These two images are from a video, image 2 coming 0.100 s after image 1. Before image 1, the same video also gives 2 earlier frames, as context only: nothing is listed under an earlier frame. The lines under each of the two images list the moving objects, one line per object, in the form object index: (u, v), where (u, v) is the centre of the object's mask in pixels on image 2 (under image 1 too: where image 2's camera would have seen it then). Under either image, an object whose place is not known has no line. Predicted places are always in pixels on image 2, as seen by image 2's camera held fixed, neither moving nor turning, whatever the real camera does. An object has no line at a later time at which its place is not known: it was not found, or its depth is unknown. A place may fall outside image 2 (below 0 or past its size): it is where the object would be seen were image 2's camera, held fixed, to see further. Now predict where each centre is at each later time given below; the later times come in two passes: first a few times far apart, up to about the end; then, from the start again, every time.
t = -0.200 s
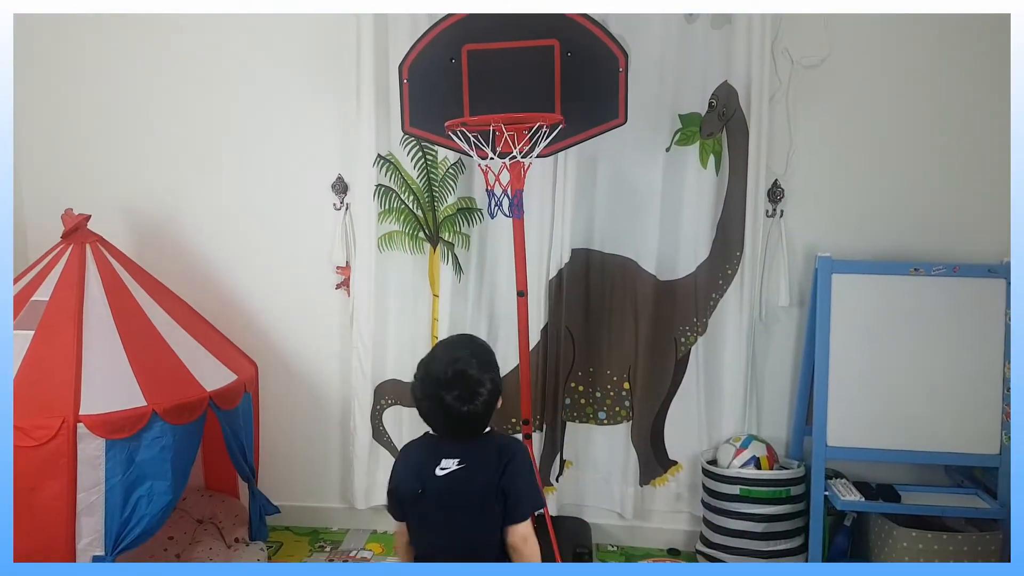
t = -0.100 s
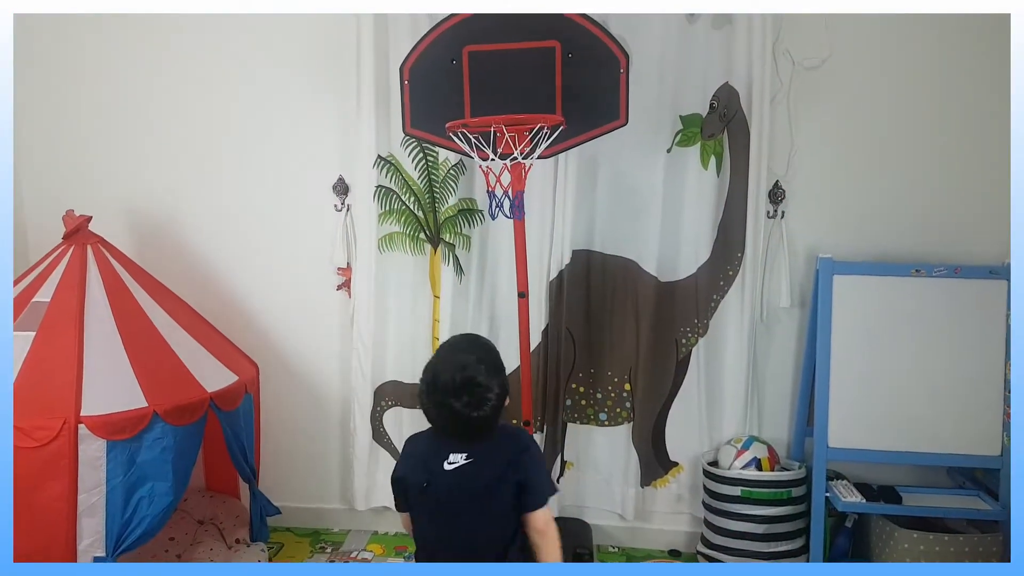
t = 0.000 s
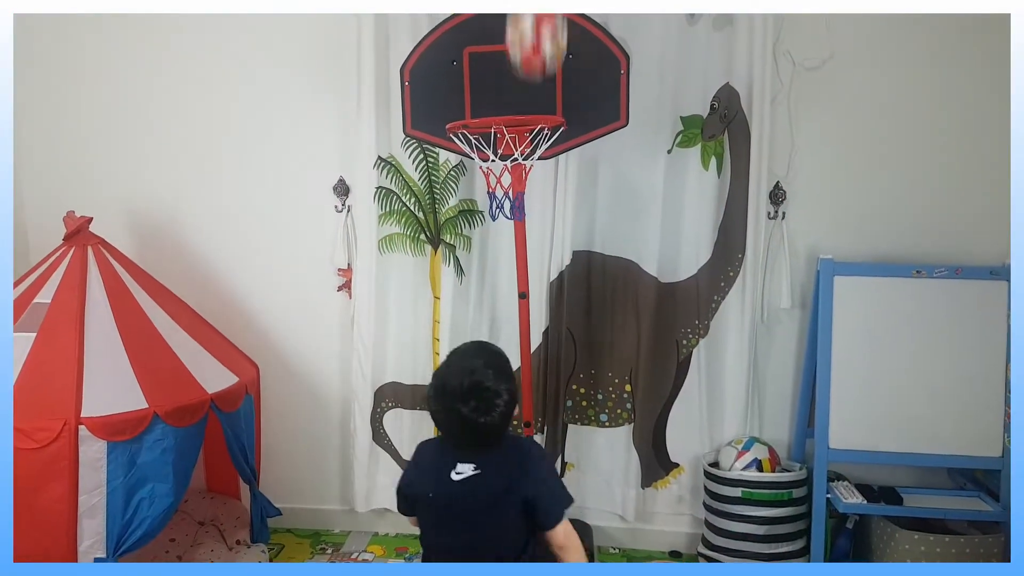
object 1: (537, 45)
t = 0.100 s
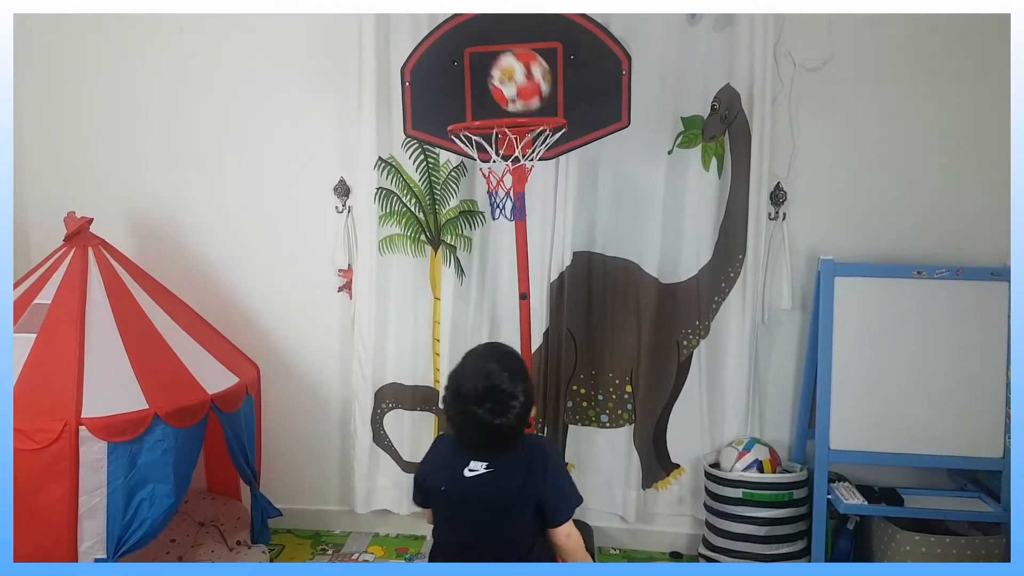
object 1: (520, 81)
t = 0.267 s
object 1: (476, 93)
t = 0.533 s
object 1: (444, 109)
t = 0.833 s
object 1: (376, 299)
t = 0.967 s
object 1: (346, 469)
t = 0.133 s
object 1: (511, 75)
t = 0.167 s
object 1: (501, 73)
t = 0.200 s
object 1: (493, 77)
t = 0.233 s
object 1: (484, 84)
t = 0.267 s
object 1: (476, 93)
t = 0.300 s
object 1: (470, 96)
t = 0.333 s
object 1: (468, 91)
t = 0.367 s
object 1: (465, 87)
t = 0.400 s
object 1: (462, 88)
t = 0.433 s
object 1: (459, 91)
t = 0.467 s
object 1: (455, 94)
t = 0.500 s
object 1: (450, 101)
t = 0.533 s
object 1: (444, 109)
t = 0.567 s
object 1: (435, 115)
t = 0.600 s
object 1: (427, 125)
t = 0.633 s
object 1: (422, 140)
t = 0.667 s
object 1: (415, 158)
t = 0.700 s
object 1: (405, 179)
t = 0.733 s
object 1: (398, 205)
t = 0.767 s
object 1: (389, 233)
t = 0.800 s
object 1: (384, 266)
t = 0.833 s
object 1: (376, 299)
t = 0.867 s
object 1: (368, 337)
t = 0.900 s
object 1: (360, 379)
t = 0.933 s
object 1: (353, 423)
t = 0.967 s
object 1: (346, 469)
